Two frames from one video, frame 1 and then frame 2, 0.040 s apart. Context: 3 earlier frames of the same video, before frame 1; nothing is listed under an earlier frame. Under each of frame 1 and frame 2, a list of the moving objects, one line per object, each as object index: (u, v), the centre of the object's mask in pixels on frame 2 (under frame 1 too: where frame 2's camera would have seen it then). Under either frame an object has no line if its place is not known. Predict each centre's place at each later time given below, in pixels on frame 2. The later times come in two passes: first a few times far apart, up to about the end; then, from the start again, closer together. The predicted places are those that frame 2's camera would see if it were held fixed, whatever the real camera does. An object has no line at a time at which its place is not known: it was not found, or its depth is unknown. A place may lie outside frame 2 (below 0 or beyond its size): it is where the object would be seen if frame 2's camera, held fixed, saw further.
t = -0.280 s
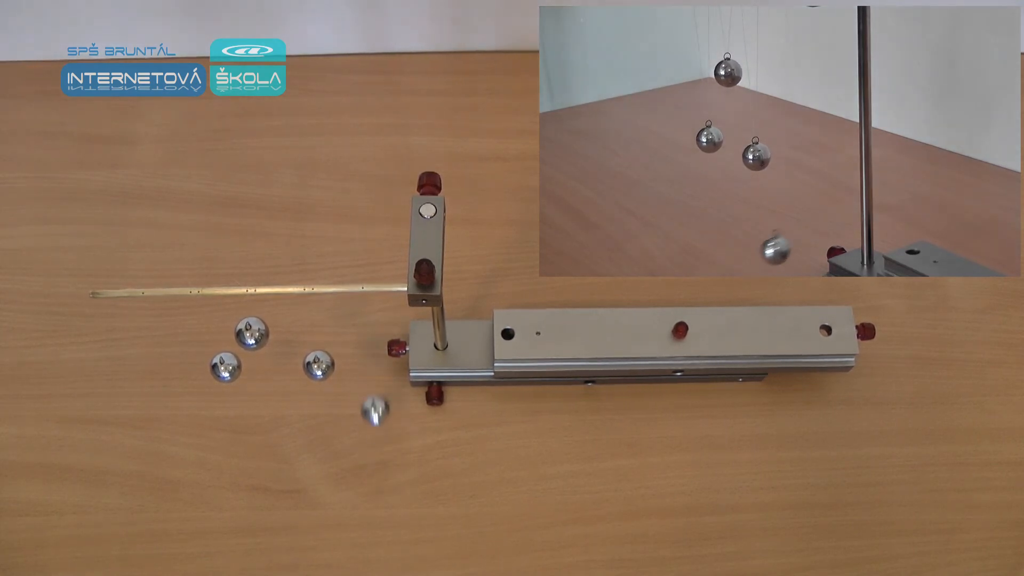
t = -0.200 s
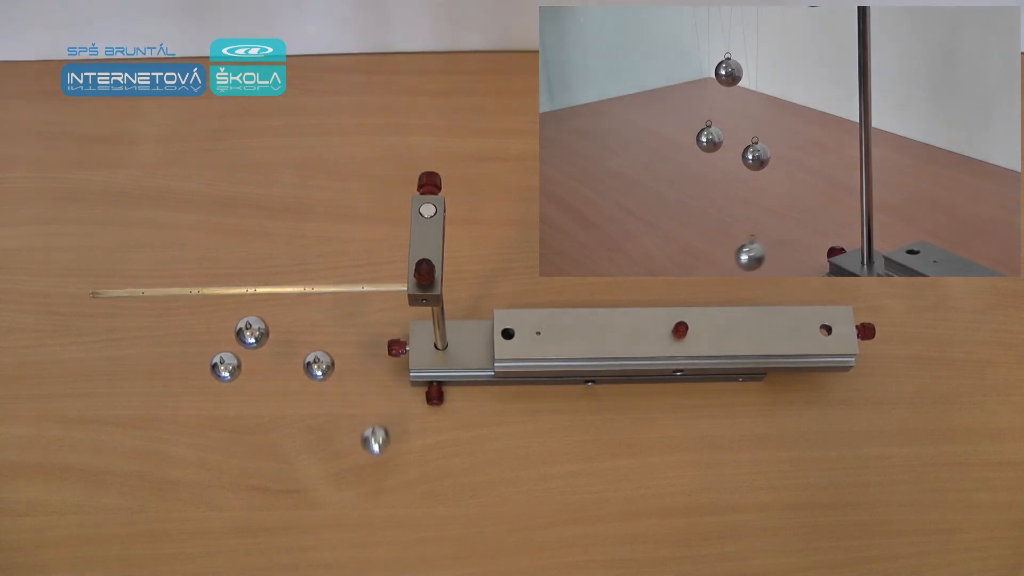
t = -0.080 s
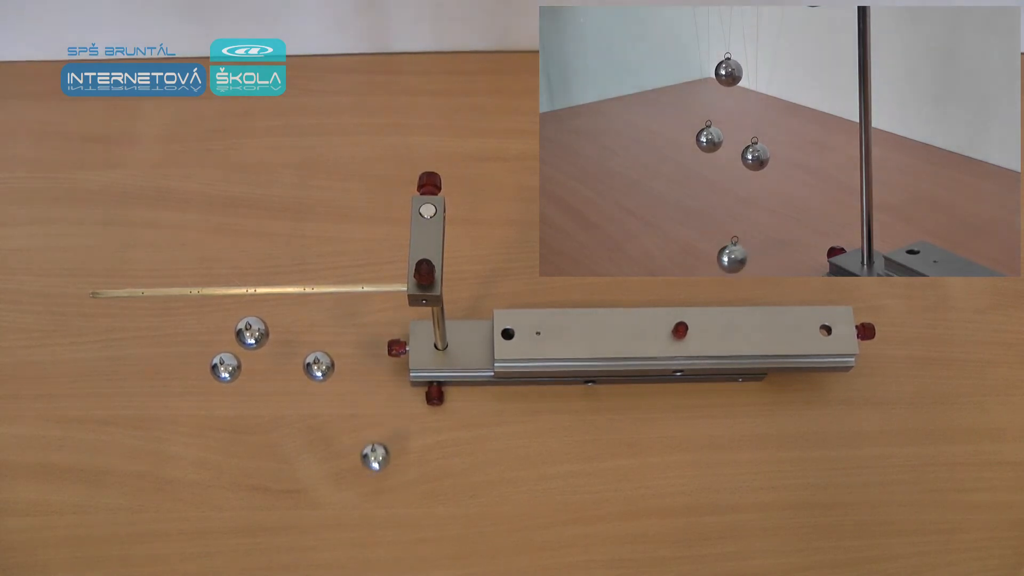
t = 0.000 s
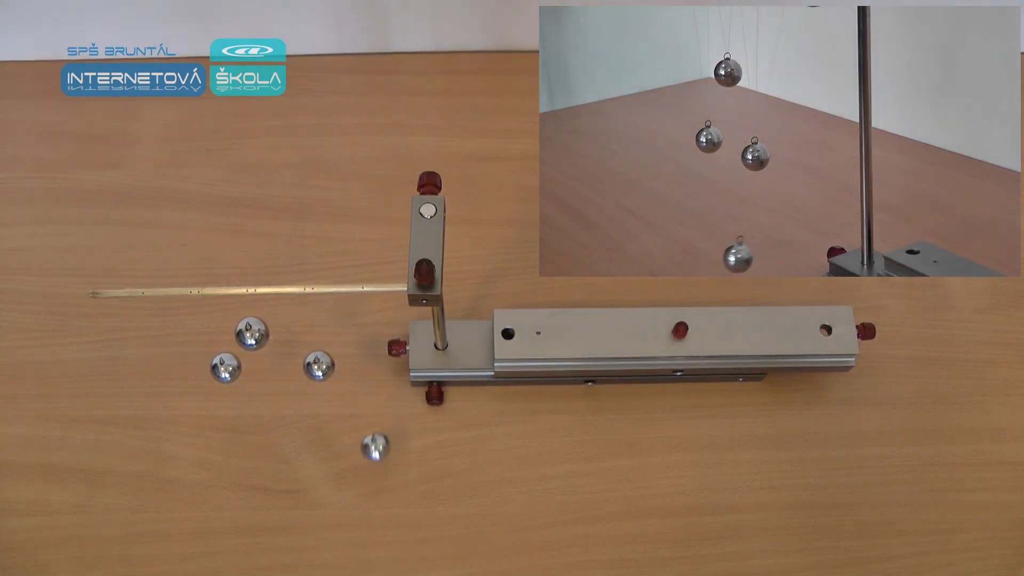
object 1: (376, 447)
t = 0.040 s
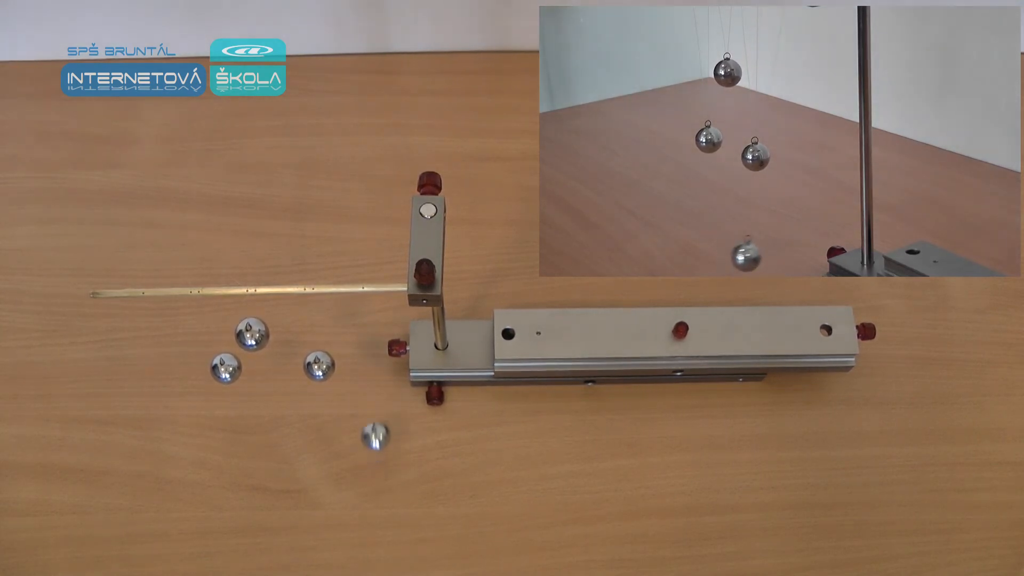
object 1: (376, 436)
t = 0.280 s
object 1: (374, 344)
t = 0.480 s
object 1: (374, 344)
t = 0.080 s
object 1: (375, 422)
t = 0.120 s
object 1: (375, 406)
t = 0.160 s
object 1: (375, 389)
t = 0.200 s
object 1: (375, 372)
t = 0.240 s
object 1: (374, 356)
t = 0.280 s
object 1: (374, 344)
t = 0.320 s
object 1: (373, 335)
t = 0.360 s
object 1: (373, 330)
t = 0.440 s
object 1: (373, 335)
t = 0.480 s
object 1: (374, 344)
